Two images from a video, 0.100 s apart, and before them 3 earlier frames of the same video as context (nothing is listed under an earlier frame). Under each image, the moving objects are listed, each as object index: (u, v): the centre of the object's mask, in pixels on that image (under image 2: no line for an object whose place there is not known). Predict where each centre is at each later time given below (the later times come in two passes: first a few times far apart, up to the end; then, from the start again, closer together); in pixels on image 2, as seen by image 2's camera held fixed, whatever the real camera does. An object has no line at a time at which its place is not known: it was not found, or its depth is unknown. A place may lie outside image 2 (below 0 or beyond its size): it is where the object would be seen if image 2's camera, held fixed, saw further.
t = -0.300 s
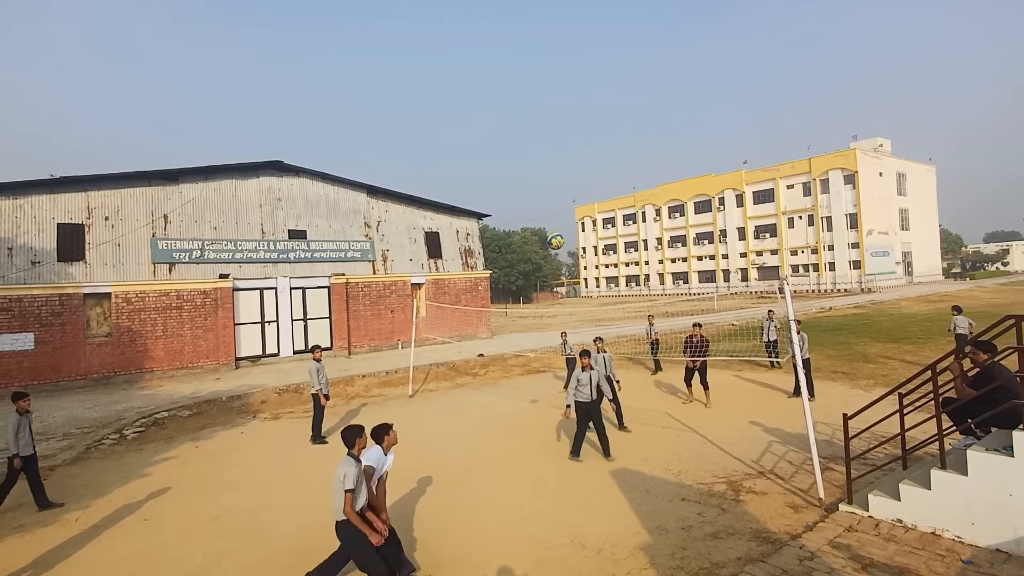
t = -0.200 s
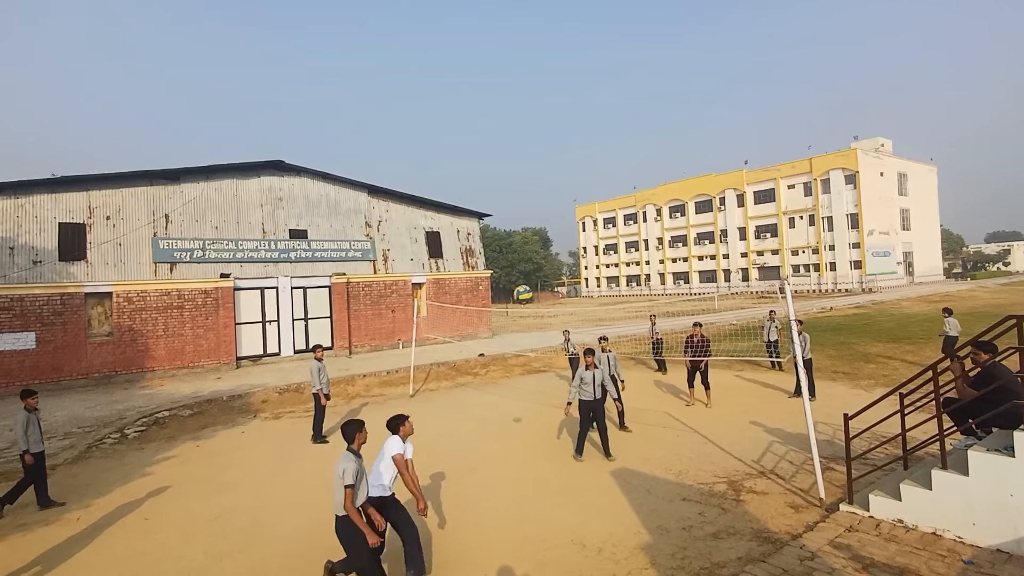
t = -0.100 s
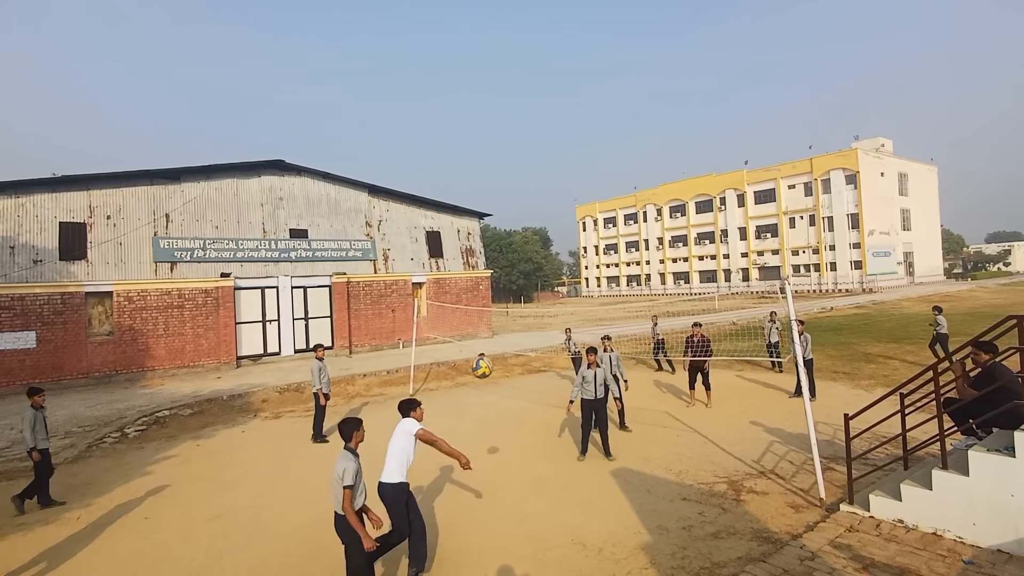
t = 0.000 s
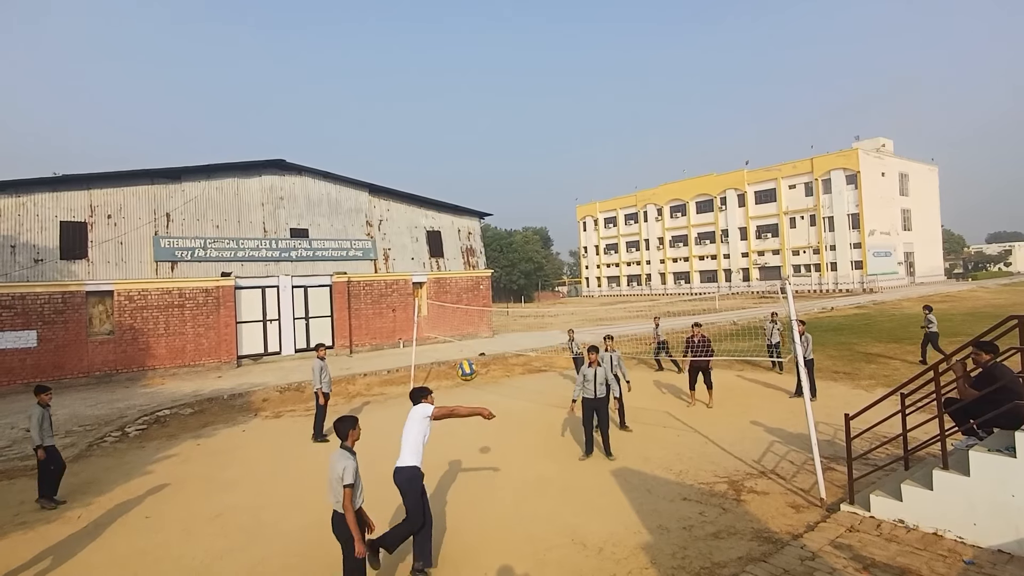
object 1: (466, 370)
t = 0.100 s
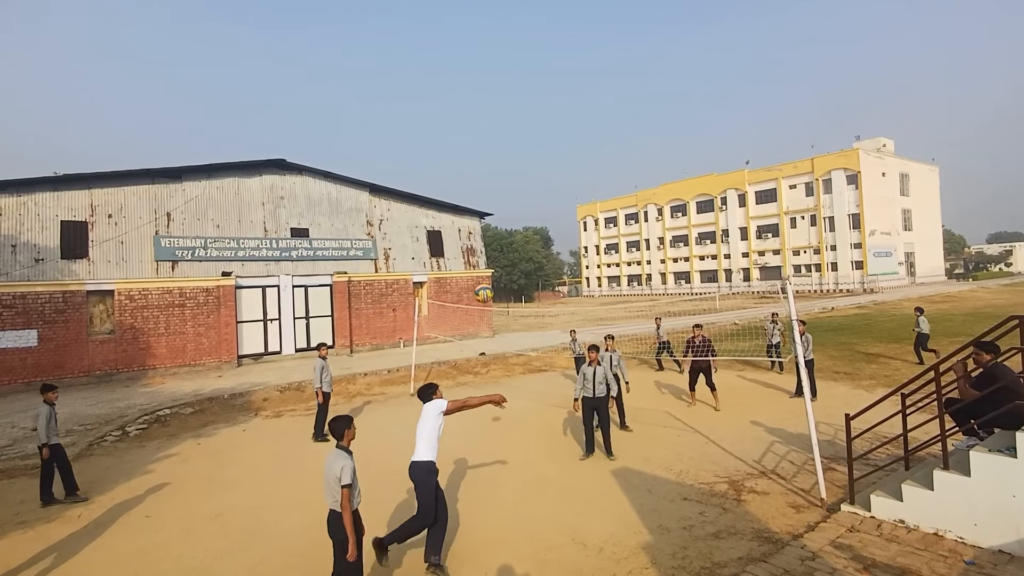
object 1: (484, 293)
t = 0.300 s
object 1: (508, 196)
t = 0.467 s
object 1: (523, 158)
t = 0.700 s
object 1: (541, 143)
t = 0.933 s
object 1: (554, 160)
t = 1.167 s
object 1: (566, 198)
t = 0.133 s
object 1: (489, 272)
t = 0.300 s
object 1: (508, 196)
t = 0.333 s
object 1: (511, 186)
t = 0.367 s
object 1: (514, 177)
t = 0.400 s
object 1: (517, 169)
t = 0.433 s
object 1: (520, 163)
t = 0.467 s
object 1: (523, 158)
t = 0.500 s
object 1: (526, 153)
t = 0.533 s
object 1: (528, 149)
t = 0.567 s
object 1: (531, 146)
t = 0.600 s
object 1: (533, 145)
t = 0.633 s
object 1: (536, 143)
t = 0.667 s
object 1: (538, 143)
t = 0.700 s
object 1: (541, 143)
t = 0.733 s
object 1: (543, 144)
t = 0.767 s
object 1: (545, 145)
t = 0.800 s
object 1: (546, 147)
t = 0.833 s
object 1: (549, 150)
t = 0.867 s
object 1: (550, 153)
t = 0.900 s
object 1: (552, 156)
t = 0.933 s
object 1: (554, 160)
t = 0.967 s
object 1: (556, 164)
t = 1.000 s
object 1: (558, 169)
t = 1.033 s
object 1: (560, 174)
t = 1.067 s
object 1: (561, 180)
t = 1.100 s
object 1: (563, 185)
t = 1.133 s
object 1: (565, 192)
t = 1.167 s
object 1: (566, 198)
